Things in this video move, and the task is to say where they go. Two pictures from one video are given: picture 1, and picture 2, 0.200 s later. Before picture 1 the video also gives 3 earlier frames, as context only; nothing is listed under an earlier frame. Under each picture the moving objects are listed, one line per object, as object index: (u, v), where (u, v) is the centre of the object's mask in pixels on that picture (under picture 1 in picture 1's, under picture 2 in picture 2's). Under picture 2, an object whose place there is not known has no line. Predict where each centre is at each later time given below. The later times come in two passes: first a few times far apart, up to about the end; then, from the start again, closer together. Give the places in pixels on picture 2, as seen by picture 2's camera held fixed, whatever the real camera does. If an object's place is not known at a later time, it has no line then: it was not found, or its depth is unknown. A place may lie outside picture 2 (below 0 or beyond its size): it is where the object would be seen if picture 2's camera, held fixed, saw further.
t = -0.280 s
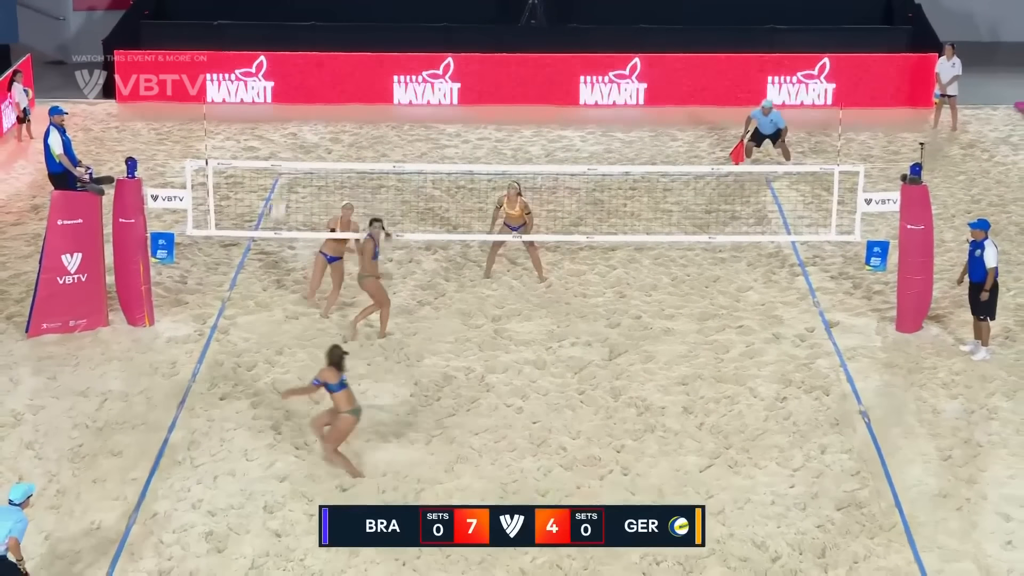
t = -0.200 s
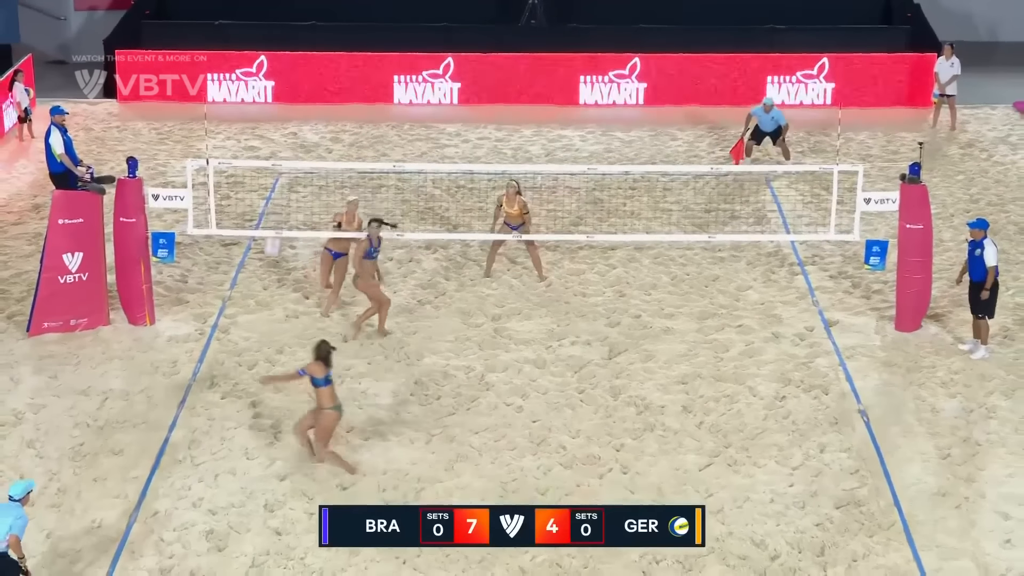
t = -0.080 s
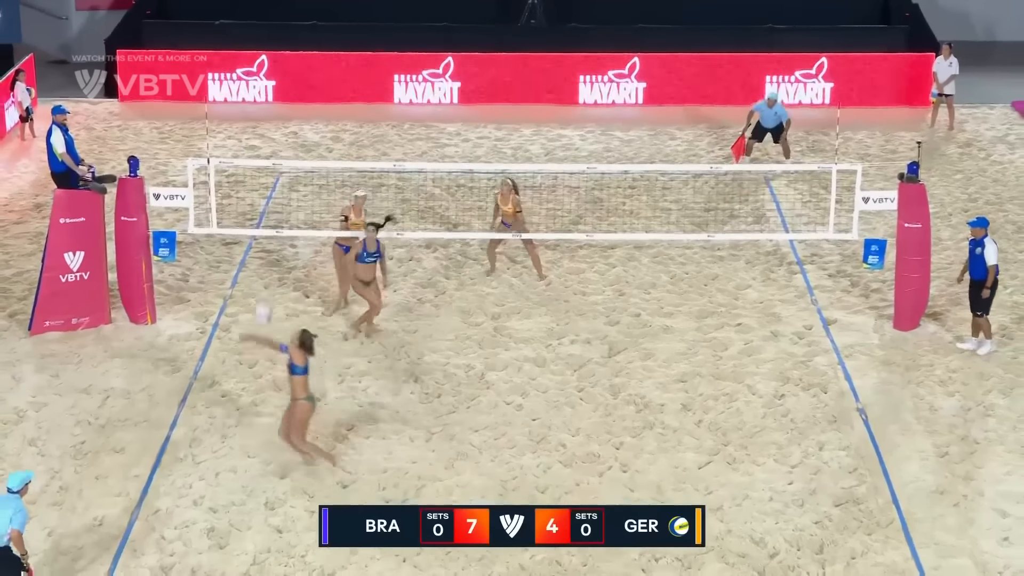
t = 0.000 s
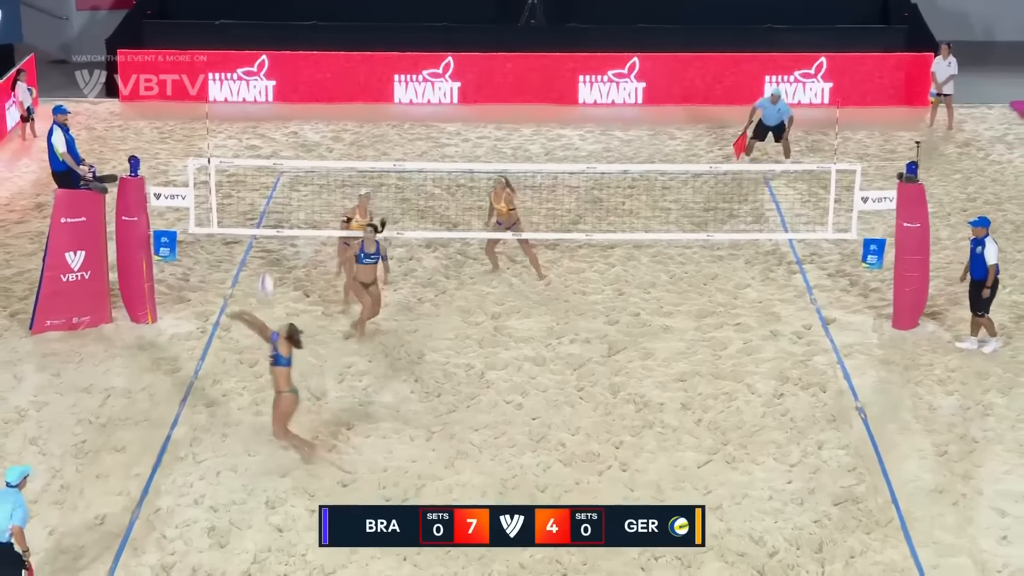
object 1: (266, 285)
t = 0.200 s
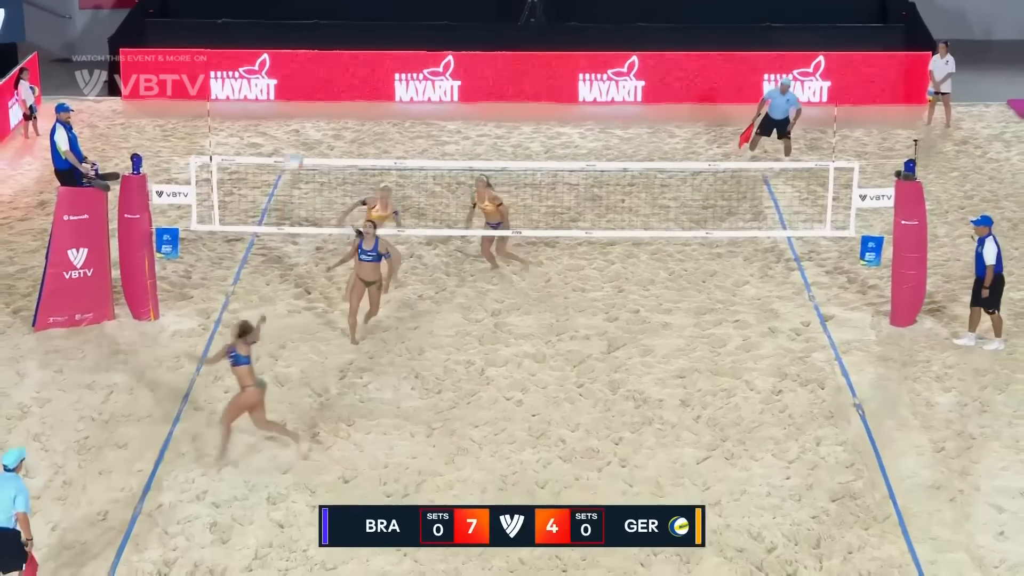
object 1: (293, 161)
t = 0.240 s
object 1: (298, 144)
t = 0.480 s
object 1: (328, 53)
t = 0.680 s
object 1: (353, 22)
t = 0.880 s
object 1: (378, 24)
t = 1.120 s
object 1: (407, 70)
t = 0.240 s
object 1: (298, 144)
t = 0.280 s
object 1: (303, 126)
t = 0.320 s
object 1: (309, 107)
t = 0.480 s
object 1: (328, 53)
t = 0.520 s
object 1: (333, 45)
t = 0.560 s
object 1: (338, 38)
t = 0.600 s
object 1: (343, 31)
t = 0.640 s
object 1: (348, 26)
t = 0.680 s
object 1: (353, 22)
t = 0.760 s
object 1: (364, 19)
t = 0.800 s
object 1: (368, 19)
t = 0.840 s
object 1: (373, 21)
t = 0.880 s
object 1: (378, 24)
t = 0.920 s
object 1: (384, 29)
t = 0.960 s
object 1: (389, 35)
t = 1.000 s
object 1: (393, 41)
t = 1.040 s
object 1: (398, 49)
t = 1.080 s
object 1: (402, 60)
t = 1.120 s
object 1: (407, 70)
